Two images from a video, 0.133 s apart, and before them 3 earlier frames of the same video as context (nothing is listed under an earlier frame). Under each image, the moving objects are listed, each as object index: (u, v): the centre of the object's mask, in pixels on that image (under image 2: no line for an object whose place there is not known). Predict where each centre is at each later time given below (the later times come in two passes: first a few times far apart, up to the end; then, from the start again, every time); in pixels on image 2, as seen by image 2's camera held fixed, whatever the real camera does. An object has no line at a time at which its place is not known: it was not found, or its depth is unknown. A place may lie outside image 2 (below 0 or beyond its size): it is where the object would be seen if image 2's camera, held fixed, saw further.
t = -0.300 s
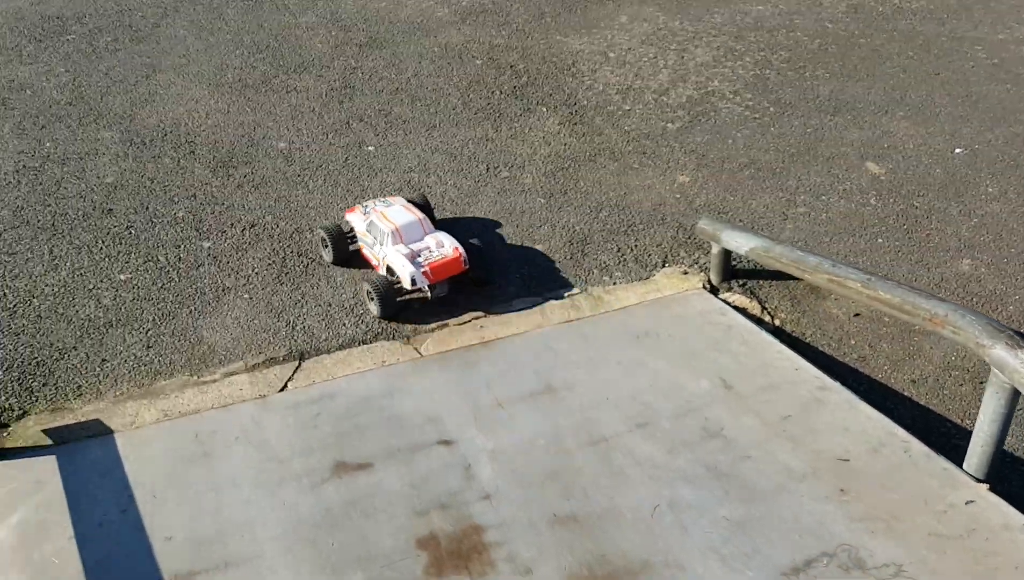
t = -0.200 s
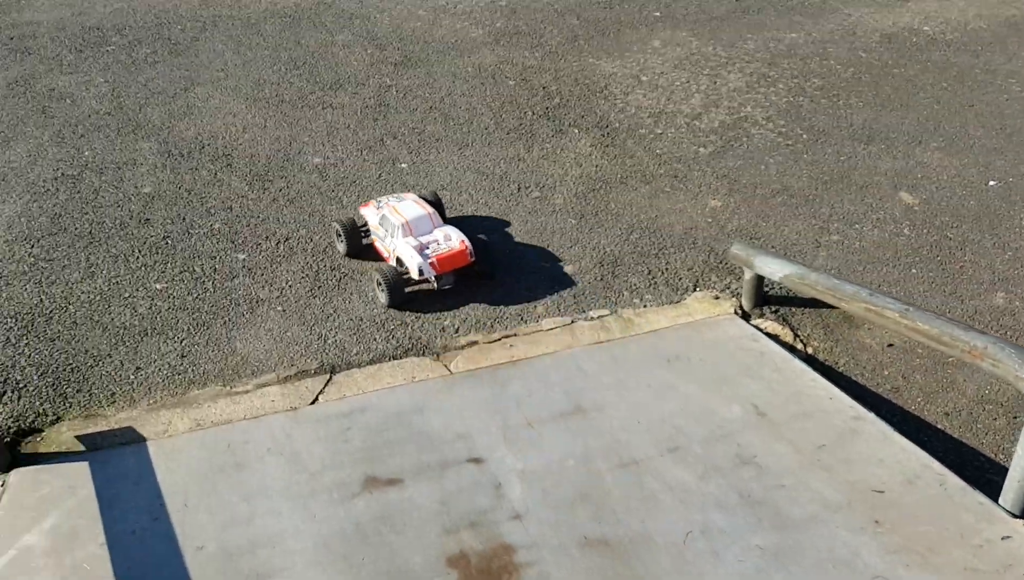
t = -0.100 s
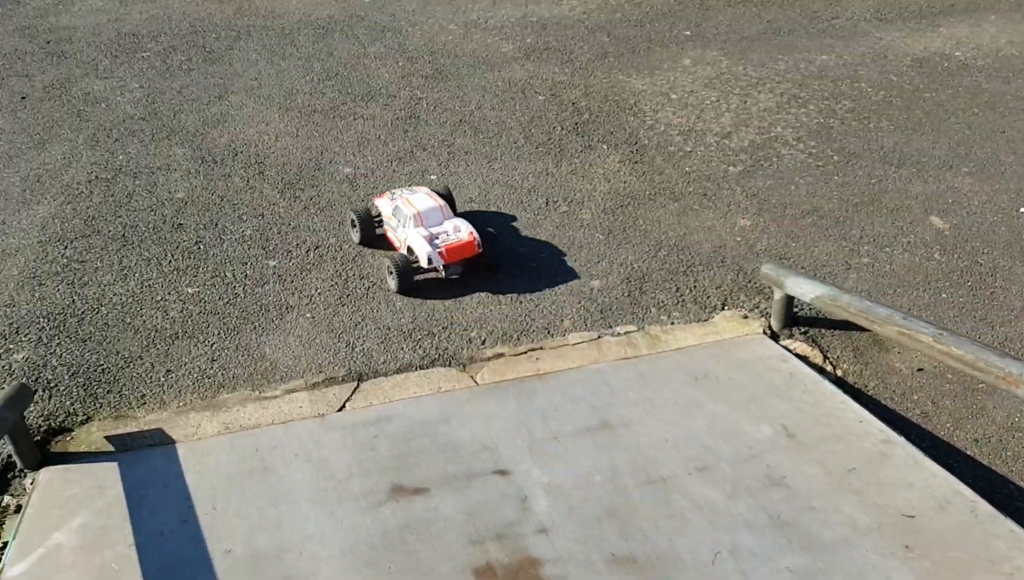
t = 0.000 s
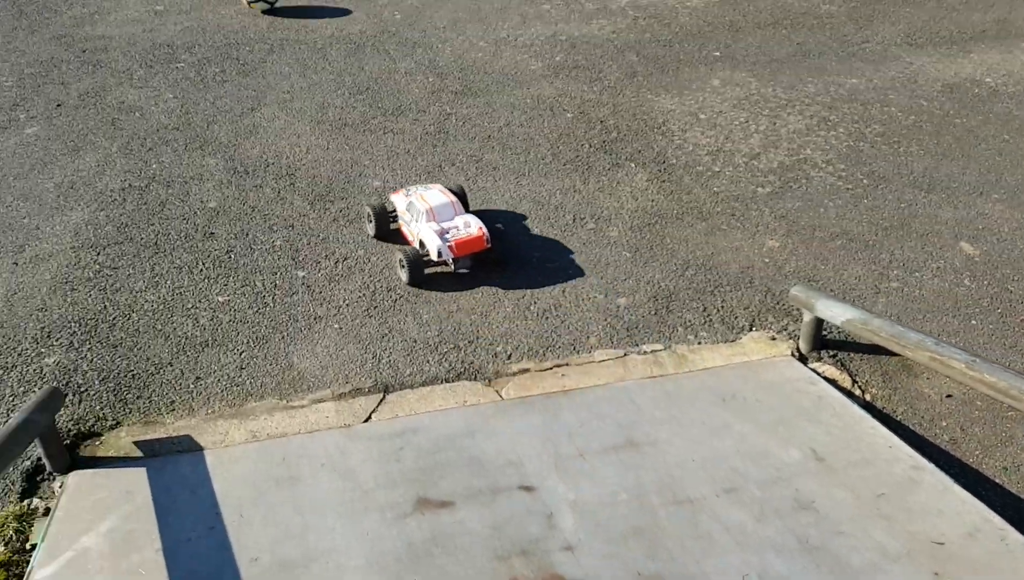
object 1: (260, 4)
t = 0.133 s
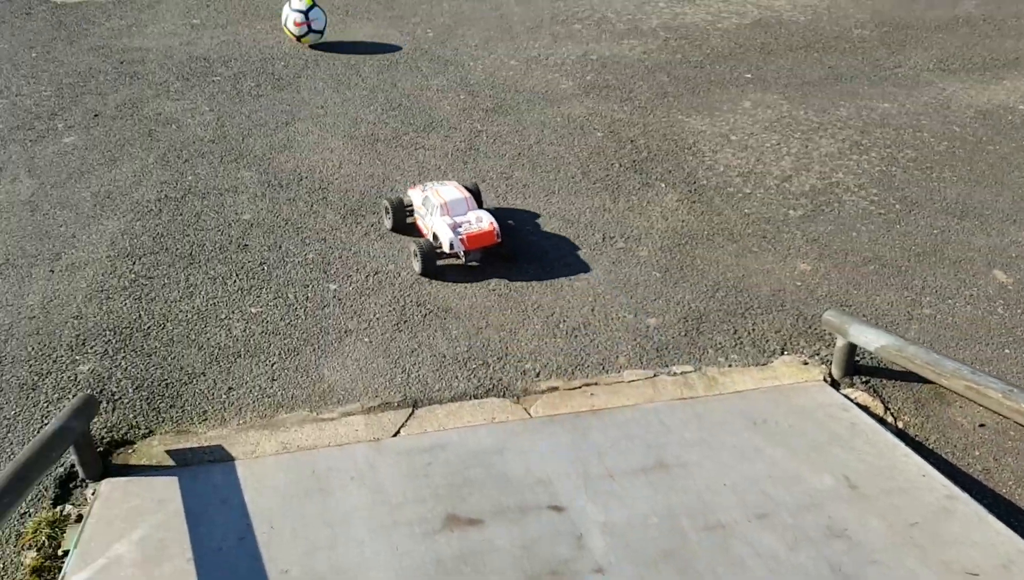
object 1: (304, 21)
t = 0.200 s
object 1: (309, 28)
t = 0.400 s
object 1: (328, 58)
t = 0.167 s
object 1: (307, 27)
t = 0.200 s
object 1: (309, 28)
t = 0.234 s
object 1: (312, 30)
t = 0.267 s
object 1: (315, 35)
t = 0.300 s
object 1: (319, 42)
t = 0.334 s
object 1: (323, 53)
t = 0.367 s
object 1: (325, 55)
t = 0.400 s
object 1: (328, 58)
